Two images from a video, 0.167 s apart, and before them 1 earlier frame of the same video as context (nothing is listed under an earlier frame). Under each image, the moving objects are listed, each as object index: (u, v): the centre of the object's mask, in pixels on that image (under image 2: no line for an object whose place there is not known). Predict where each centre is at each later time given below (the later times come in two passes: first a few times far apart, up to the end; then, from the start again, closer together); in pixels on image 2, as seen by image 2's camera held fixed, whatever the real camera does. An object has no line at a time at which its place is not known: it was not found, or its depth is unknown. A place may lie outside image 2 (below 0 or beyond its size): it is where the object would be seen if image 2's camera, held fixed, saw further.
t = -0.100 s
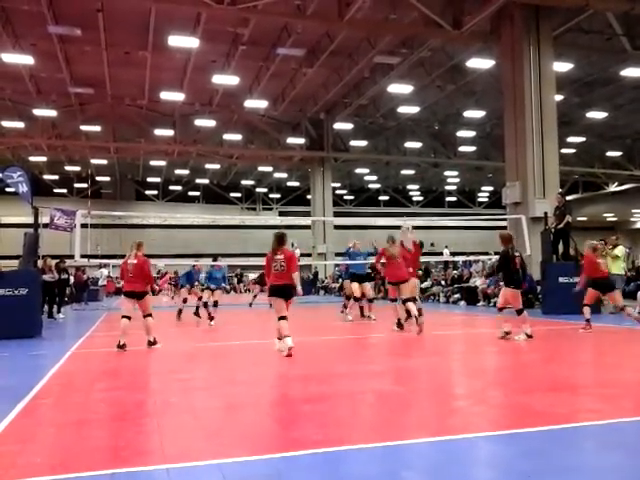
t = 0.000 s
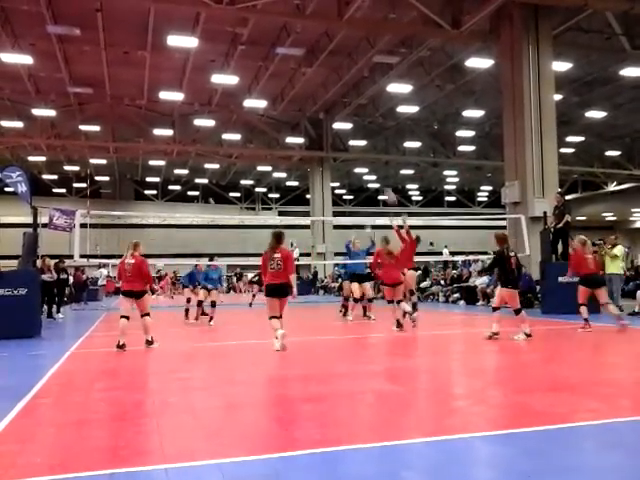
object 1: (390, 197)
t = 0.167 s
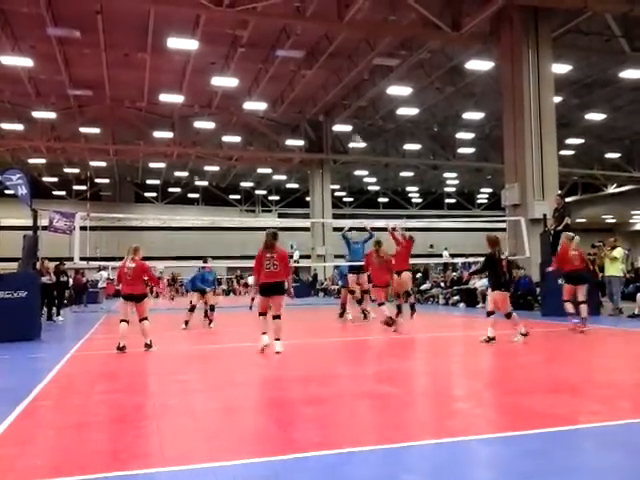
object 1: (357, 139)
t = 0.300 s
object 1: (331, 106)
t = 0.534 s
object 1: (287, 67)
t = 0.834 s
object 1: (232, 57)
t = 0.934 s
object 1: (214, 64)
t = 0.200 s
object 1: (353, 133)
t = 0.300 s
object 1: (331, 106)
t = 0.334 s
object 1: (325, 100)
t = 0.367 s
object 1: (319, 93)
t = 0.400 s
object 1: (313, 86)
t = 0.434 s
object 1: (307, 82)
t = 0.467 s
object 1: (300, 76)
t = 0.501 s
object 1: (293, 71)
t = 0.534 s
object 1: (287, 67)
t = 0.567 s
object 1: (281, 64)
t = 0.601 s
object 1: (275, 61)
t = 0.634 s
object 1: (268, 59)
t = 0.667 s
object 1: (262, 57)
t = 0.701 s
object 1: (256, 56)
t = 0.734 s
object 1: (250, 55)
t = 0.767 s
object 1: (244, 55)
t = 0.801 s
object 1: (238, 56)
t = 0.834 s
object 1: (232, 57)
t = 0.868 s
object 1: (225, 59)
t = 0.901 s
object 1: (220, 61)
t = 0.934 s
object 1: (214, 64)
